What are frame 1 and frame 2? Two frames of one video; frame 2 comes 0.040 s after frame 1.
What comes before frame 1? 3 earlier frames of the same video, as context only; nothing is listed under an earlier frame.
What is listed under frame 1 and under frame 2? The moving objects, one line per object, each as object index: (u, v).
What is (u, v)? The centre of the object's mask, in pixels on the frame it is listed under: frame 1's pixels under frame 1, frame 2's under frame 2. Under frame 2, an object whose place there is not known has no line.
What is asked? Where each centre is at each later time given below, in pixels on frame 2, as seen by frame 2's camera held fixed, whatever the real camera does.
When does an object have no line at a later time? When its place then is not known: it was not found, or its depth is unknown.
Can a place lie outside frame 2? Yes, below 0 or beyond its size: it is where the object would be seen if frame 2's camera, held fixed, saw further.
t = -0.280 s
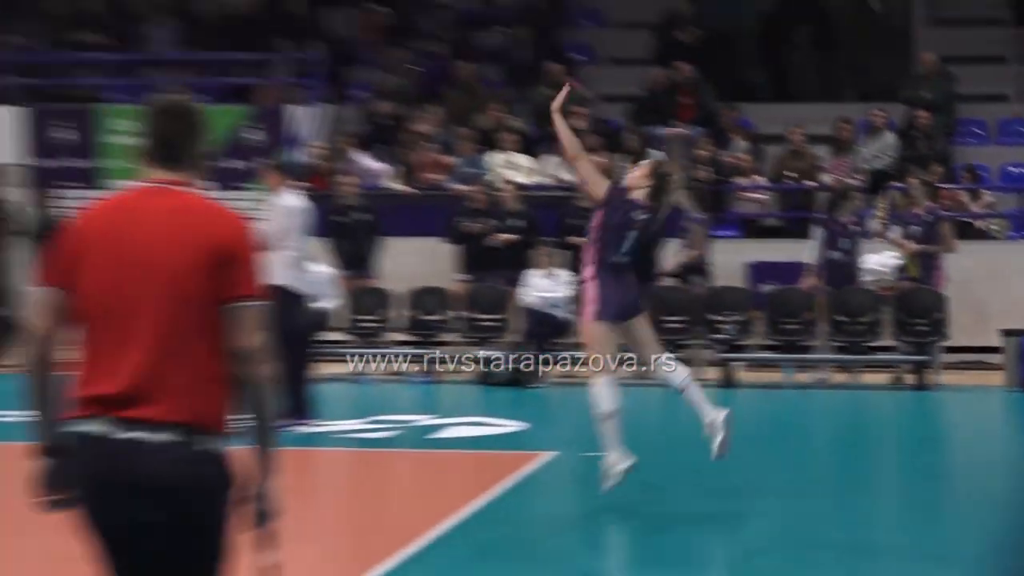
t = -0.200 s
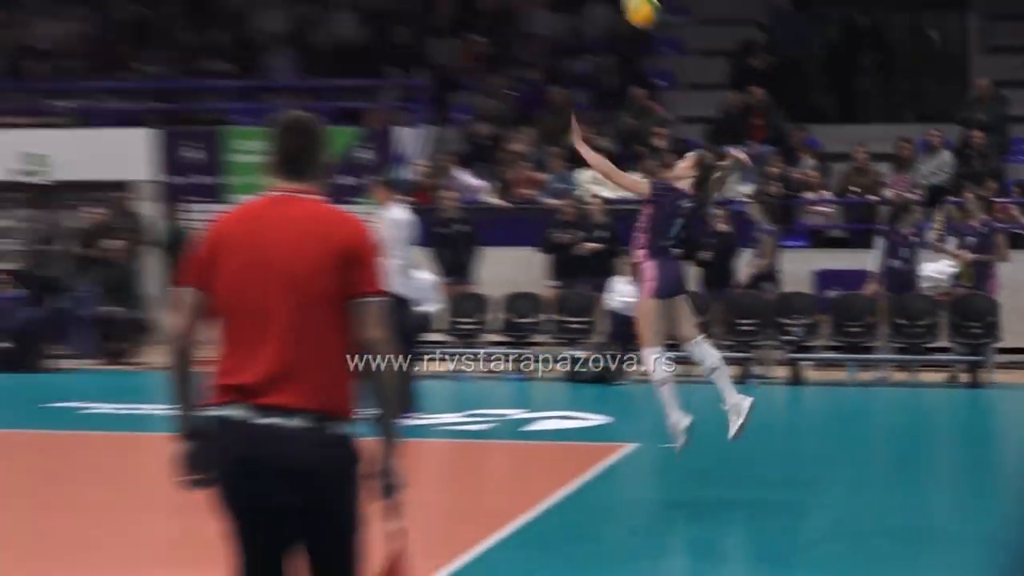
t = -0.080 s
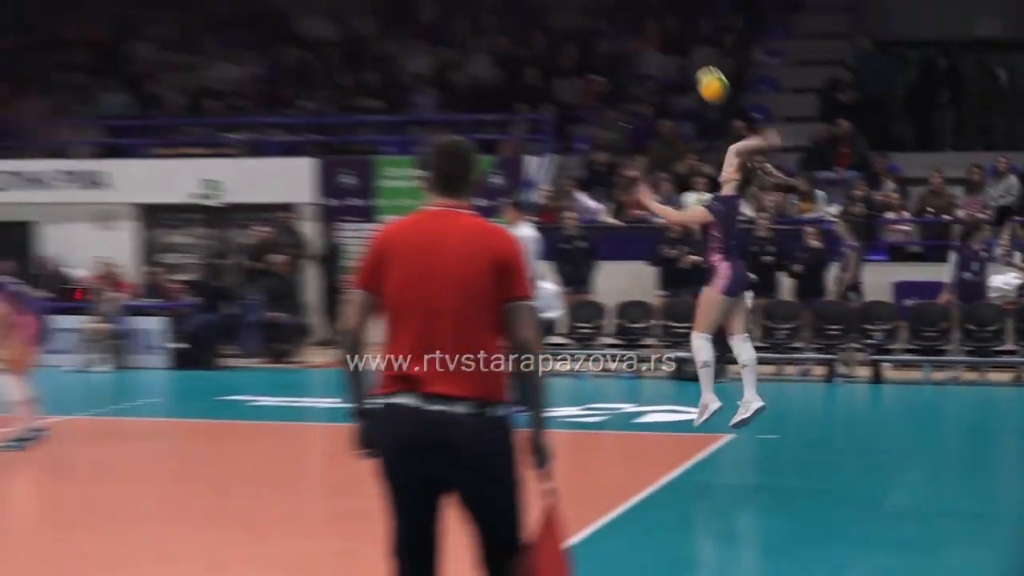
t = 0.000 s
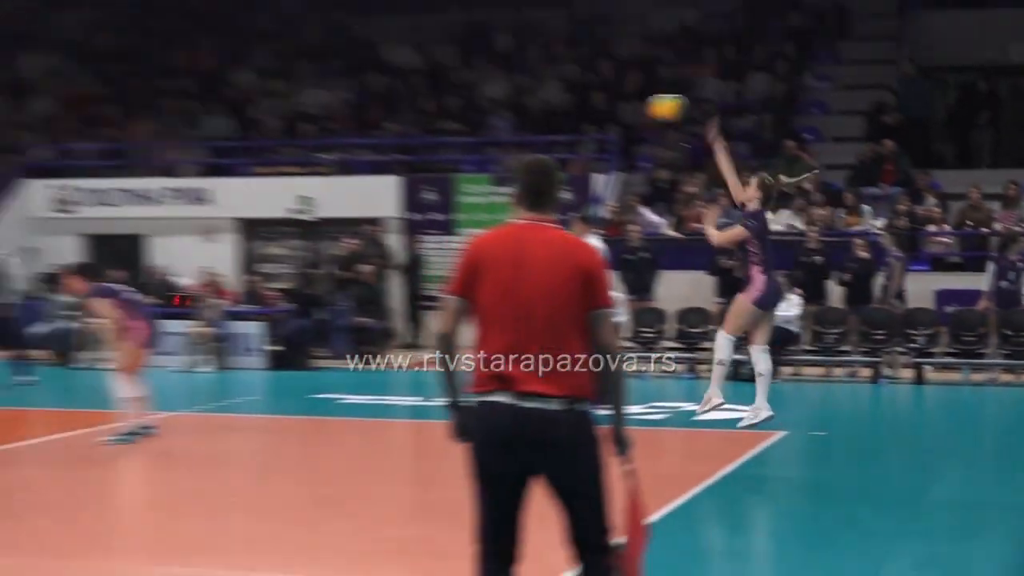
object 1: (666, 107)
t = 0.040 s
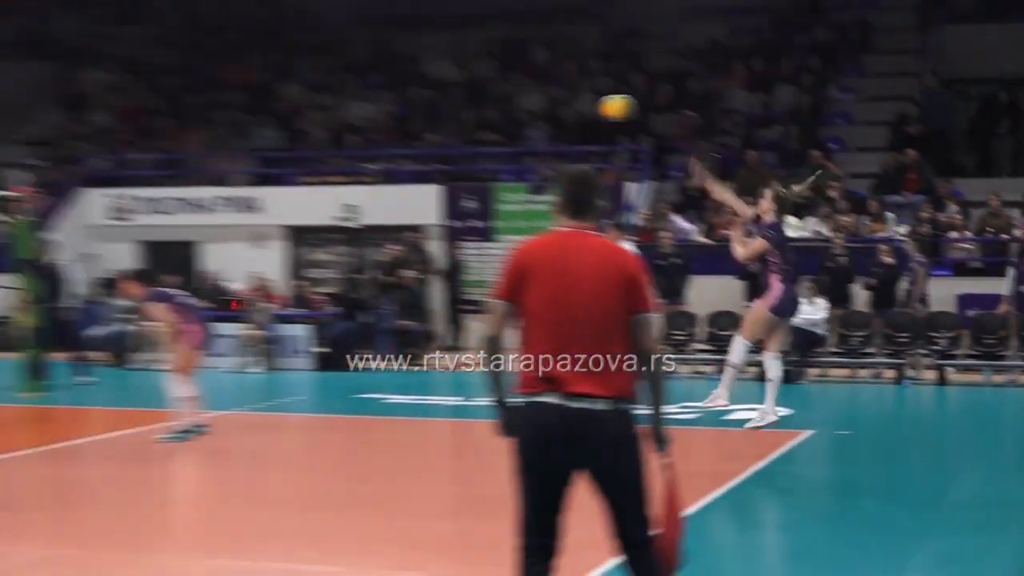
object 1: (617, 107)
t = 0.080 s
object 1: (539, 97)
